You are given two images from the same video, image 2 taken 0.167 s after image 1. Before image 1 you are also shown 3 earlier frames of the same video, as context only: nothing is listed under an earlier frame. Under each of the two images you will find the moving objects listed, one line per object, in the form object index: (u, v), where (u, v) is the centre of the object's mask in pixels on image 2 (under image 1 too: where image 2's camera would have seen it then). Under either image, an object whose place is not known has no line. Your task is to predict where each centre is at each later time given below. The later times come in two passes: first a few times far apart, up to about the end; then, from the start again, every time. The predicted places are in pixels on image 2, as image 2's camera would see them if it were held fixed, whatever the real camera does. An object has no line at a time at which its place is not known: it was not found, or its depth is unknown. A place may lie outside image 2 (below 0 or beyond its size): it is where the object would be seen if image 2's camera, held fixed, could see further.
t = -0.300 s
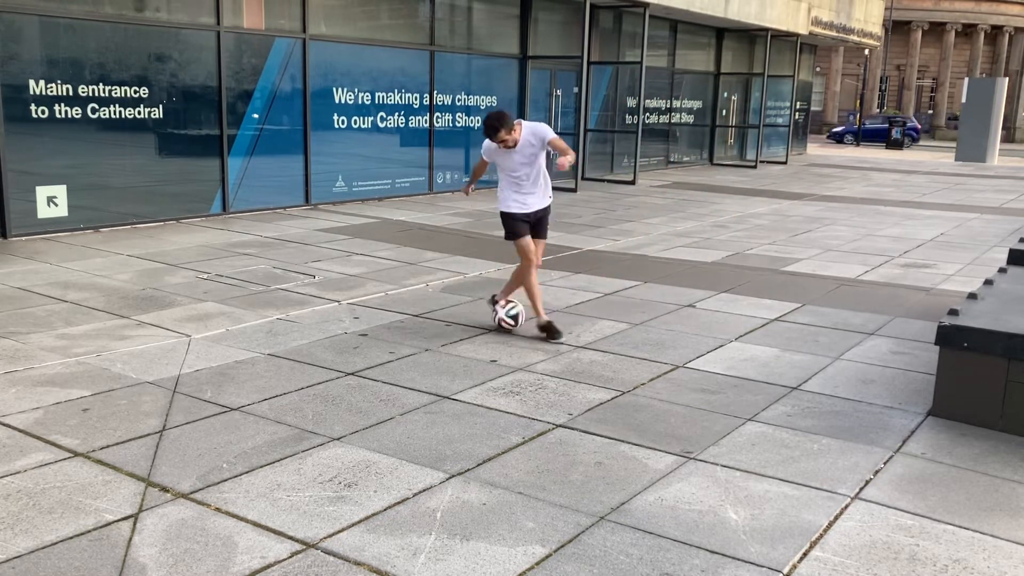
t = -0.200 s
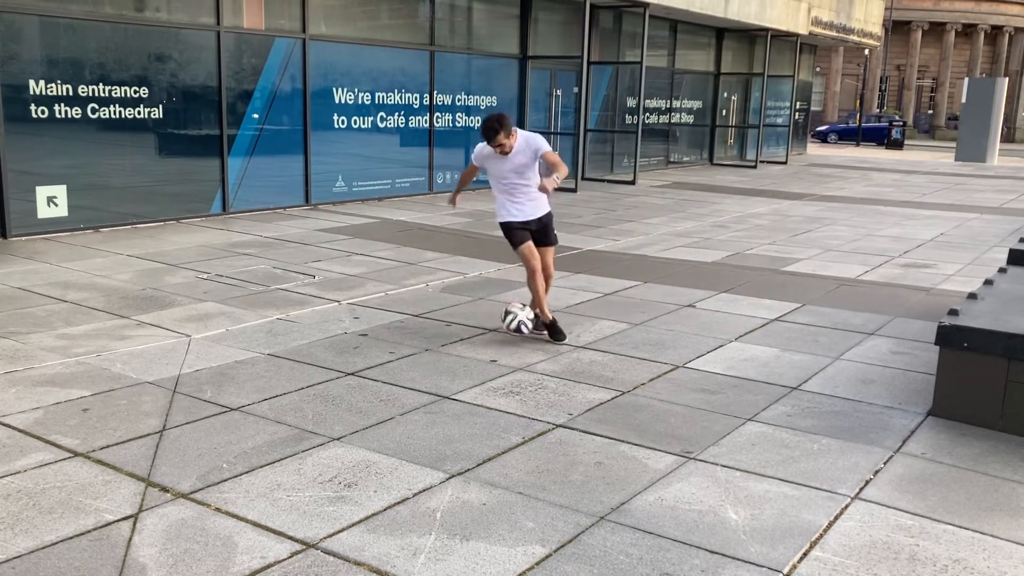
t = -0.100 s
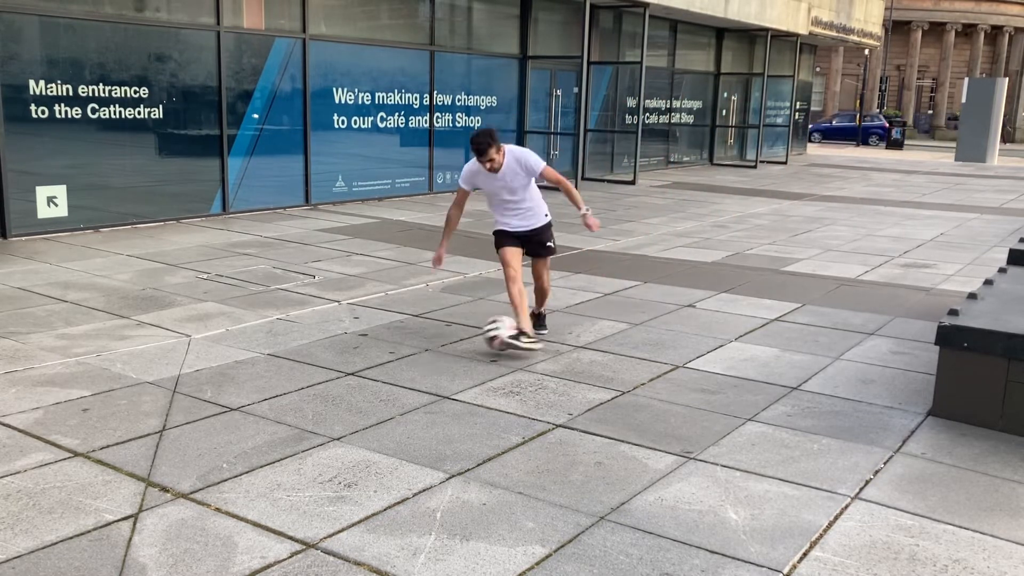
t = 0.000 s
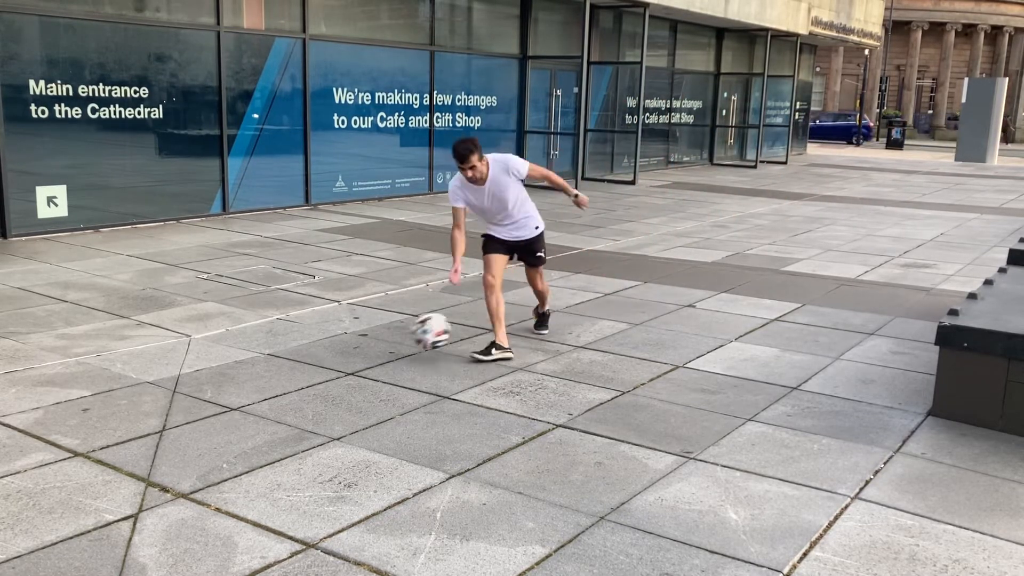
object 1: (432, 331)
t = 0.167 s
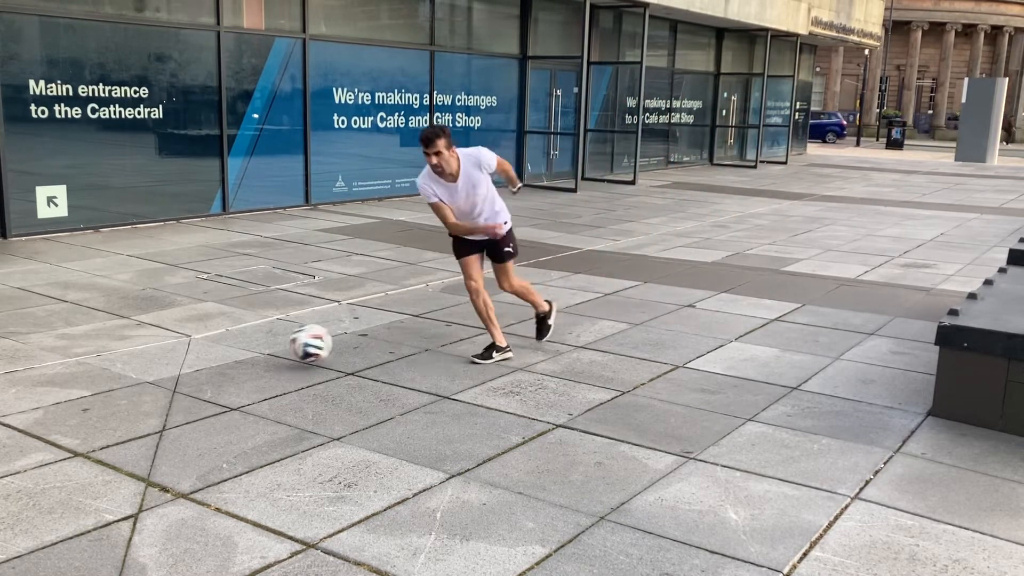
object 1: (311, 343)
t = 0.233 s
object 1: (268, 340)
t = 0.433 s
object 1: (122, 357)
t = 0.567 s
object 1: (19, 374)
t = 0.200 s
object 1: (291, 341)
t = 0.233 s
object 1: (268, 340)
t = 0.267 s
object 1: (245, 341)
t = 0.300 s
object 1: (220, 346)
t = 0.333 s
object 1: (196, 353)
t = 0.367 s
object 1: (174, 362)
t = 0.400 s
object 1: (148, 359)
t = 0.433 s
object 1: (122, 357)
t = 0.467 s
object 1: (94, 358)
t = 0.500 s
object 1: (68, 361)
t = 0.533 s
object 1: (42, 366)
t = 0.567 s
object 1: (19, 374)
